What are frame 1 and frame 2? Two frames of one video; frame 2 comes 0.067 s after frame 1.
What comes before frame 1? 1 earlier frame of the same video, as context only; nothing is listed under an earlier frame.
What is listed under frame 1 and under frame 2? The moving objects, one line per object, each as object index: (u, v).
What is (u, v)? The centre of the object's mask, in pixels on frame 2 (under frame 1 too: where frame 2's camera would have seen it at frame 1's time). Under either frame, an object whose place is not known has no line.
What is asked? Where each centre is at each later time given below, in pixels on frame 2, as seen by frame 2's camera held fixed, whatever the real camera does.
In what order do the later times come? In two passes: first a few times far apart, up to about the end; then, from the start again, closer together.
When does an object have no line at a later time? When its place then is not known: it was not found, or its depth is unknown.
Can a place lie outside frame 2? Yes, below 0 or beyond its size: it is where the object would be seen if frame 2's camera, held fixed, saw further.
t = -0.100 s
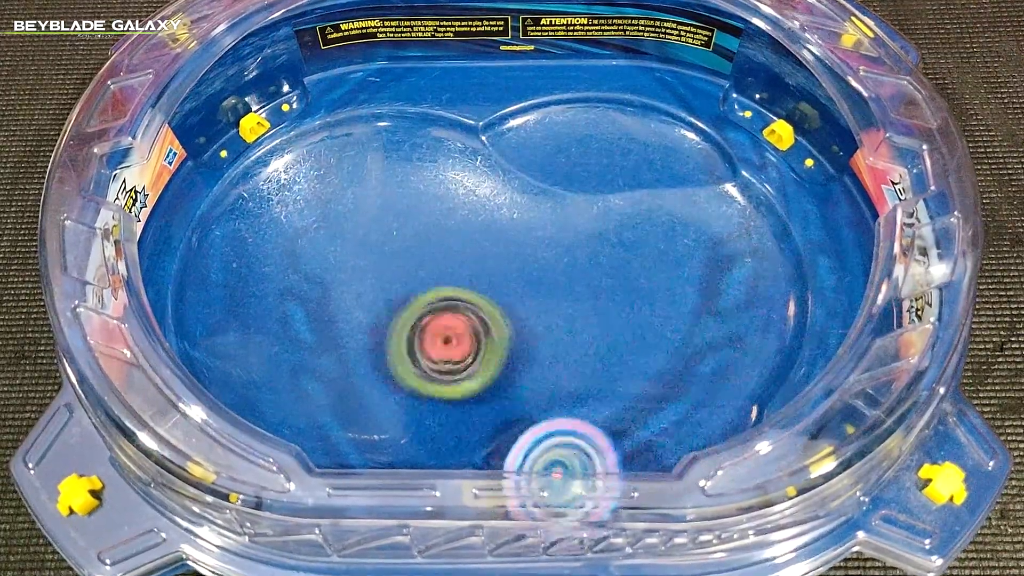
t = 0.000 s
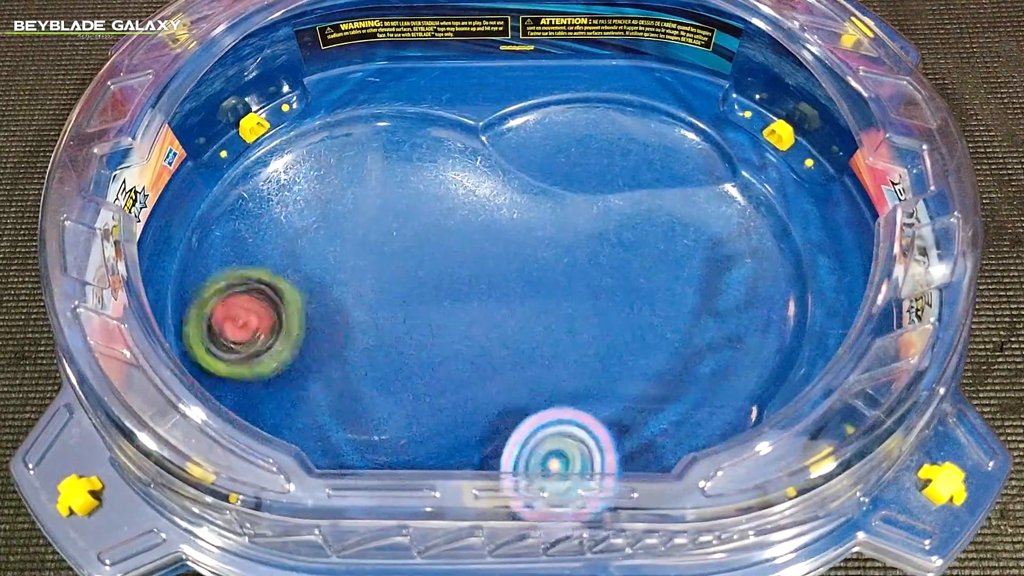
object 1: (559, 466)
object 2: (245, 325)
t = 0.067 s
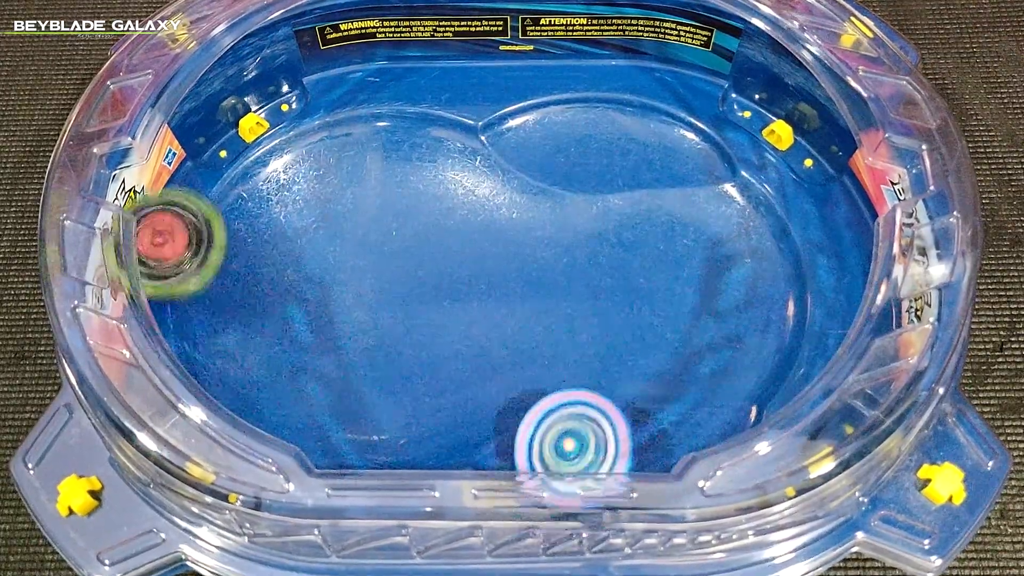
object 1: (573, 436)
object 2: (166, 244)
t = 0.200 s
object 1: (612, 409)
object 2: (236, 129)
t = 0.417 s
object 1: (647, 432)
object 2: (335, 93)
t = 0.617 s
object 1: (686, 416)
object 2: (490, 271)
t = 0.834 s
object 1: (619, 414)
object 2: (476, 429)
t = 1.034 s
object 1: (596, 432)
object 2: (327, 364)
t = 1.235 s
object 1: (599, 432)
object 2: (282, 148)
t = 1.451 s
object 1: (556, 399)
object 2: (607, 214)
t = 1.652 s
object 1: (519, 324)
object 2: (761, 392)
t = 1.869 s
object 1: (421, 222)
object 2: (496, 434)
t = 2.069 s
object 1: (285, 188)
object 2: (304, 301)
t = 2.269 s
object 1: (268, 197)
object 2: (376, 309)
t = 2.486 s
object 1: (355, 310)
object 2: (390, 413)
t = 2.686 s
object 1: (403, 263)
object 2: (291, 304)
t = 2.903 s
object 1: (505, 205)
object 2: (377, 147)
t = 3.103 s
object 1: (592, 250)
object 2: (495, 193)
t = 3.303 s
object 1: (731, 293)
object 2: (486, 294)
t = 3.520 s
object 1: (761, 261)
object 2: (273, 318)
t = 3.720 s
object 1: (693, 273)
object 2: (291, 154)
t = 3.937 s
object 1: (710, 365)
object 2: (511, 258)
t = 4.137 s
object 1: (720, 362)
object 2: (453, 421)
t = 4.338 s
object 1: (655, 342)
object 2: (249, 358)
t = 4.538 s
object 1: (575, 356)
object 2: (368, 194)
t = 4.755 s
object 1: (457, 313)
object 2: (617, 227)
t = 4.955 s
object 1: (332, 271)
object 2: (751, 344)
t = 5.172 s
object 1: (255, 291)
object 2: (602, 435)
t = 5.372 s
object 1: (303, 317)
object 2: (471, 333)
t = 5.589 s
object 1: (336, 264)
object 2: (474, 242)
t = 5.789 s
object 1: (347, 226)
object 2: (552, 224)
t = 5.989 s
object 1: (360, 204)
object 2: (543, 258)
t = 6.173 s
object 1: (391, 208)
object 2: (458, 288)
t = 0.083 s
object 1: (578, 432)
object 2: (169, 222)
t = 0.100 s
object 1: (582, 428)
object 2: (173, 201)
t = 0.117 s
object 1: (588, 425)
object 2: (177, 184)
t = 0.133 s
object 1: (593, 421)
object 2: (189, 171)
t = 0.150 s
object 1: (598, 418)
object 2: (201, 161)
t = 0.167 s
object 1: (603, 415)
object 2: (215, 152)
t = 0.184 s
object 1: (608, 412)
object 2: (226, 141)
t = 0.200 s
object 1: (612, 409)
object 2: (236, 129)
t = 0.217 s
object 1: (617, 407)
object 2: (248, 120)
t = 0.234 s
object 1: (621, 407)
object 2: (260, 114)
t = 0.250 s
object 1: (625, 408)
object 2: (270, 107)
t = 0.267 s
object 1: (628, 409)
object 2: (279, 101)
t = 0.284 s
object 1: (630, 412)
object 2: (287, 96)
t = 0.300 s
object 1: (632, 415)
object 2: (295, 93)
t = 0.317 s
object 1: (635, 418)
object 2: (302, 90)
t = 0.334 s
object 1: (637, 421)
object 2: (308, 89)
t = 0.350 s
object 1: (639, 423)
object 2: (314, 88)
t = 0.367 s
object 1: (640, 426)
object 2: (318, 88)
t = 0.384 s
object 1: (642, 428)
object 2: (323, 89)
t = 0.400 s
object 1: (644, 430)
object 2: (328, 91)
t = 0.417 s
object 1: (647, 432)
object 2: (335, 93)
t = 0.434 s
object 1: (650, 433)
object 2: (342, 97)
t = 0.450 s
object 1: (653, 433)
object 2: (351, 106)
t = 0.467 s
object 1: (659, 435)
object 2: (361, 117)
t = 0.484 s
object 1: (662, 435)
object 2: (373, 130)
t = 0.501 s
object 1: (665, 432)
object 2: (385, 144)
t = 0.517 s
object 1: (669, 431)
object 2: (399, 160)
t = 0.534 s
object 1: (673, 430)
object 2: (415, 176)
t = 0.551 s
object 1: (677, 426)
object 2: (432, 193)
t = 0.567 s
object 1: (681, 425)
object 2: (449, 211)
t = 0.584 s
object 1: (684, 422)
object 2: (465, 232)
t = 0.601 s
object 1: (686, 419)
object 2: (478, 252)
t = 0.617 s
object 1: (686, 416)
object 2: (490, 271)
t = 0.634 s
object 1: (687, 413)
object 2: (500, 291)
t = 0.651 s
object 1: (686, 411)
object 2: (508, 312)
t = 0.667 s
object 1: (685, 409)
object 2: (514, 334)
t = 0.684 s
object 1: (683, 408)
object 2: (518, 354)
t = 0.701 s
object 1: (680, 407)
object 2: (519, 372)
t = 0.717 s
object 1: (675, 407)
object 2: (517, 388)
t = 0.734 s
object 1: (669, 407)
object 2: (512, 402)
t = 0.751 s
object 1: (661, 406)
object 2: (505, 413)
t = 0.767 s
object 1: (654, 407)
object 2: (498, 422)
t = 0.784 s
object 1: (646, 409)
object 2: (490, 427)
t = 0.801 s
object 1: (636, 410)
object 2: (483, 430)
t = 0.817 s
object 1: (628, 412)
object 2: (478, 431)
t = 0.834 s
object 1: (619, 414)
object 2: (476, 429)
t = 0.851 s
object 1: (611, 416)
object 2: (474, 428)
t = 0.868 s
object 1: (601, 419)
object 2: (472, 428)
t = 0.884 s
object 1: (595, 421)
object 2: (465, 426)
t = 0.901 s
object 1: (596, 421)
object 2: (449, 421)
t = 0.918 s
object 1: (596, 422)
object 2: (434, 416)
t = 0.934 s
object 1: (597, 424)
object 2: (419, 412)
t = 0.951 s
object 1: (597, 425)
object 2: (405, 408)
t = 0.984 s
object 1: (597, 428)
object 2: (377, 396)
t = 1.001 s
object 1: (597, 429)
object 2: (359, 385)
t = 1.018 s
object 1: (596, 431)
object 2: (345, 376)
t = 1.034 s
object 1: (596, 432)
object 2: (327, 364)
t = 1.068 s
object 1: (595, 434)
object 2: (294, 338)
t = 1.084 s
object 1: (595, 435)
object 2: (278, 322)
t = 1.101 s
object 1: (596, 435)
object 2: (264, 303)
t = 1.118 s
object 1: (597, 435)
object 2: (254, 283)
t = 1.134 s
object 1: (598, 435)
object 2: (246, 263)
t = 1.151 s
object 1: (599, 435)
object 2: (244, 241)
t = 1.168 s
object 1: (599, 435)
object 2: (244, 220)
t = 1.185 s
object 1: (600, 435)
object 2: (249, 200)
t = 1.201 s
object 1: (600, 434)
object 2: (257, 181)
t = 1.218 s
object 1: (600, 432)
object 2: (268, 163)
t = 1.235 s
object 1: (599, 432)
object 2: (282, 148)
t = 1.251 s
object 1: (598, 430)
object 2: (299, 135)
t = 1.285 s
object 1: (594, 426)
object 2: (339, 118)
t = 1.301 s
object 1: (593, 424)
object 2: (362, 113)
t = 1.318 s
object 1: (590, 423)
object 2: (387, 112)
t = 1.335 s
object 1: (587, 420)
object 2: (413, 115)
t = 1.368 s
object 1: (579, 414)
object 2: (468, 132)
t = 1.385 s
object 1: (575, 412)
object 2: (495, 148)
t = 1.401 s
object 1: (570, 408)
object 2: (523, 164)
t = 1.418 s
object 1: (565, 405)
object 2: (551, 180)
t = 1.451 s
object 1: (556, 399)
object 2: (607, 214)
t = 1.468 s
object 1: (551, 397)
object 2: (632, 232)
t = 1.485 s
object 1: (547, 395)
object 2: (658, 251)
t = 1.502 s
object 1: (542, 393)
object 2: (681, 269)
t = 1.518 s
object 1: (538, 390)
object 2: (702, 288)
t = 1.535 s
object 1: (535, 387)
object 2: (723, 307)
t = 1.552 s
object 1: (532, 381)
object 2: (740, 326)
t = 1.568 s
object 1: (529, 376)
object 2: (755, 342)
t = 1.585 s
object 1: (527, 368)
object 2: (765, 357)
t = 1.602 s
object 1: (526, 358)
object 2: (765, 363)
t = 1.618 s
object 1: (525, 346)
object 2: (773, 380)
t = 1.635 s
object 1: (522, 336)
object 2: (769, 388)
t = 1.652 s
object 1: (519, 324)
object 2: (761, 392)
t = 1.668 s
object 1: (516, 315)
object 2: (757, 415)
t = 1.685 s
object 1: (512, 305)
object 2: (740, 410)
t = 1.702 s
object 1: (506, 297)
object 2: (722, 417)
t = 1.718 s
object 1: (500, 288)
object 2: (698, 421)
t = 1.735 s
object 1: (492, 280)
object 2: (680, 429)
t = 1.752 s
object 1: (485, 272)
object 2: (660, 436)
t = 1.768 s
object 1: (477, 264)
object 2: (642, 439)
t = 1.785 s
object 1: (469, 257)
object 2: (620, 440)
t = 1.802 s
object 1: (460, 249)
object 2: (600, 460)
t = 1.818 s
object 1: (451, 240)
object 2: (573, 462)
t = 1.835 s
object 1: (442, 234)
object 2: (547, 463)
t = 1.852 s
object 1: (431, 227)
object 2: (521, 439)
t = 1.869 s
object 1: (421, 222)
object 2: (496, 434)
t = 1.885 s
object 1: (409, 216)
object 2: (475, 424)
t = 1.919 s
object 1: (385, 207)
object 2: (434, 402)
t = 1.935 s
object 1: (372, 203)
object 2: (415, 389)
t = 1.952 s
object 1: (359, 200)
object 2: (397, 380)
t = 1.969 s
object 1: (347, 198)
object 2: (380, 366)
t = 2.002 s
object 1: (322, 198)
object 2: (344, 340)
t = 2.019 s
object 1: (311, 199)
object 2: (328, 325)
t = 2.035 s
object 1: (302, 202)
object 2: (316, 310)
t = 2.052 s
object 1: (294, 201)
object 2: (308, 298)
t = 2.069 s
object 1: (285, 188)
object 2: (304, 301)
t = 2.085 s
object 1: (278, 177)
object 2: (301, 304)
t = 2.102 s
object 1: (271, 168)
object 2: (301, 305)
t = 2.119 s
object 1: (266, 161)
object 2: (303, 304)
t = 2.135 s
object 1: (263, 158)
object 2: (307, 303)
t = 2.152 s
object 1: (260, 156)
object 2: (312, 301)
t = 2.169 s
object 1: (259, 157)
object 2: (320, 298)
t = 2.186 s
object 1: (258, 159)
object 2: (330, 297)
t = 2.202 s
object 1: (258, 163)
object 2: (340, 298)
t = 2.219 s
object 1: (259, 170)
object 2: (349, 300)
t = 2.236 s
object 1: (262, 177)
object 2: (359, 301)
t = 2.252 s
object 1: (264, 187)
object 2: (367, 305)
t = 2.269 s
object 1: (268, 197)
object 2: (376, 309)
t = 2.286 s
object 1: (273, 208)
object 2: (383, 315)
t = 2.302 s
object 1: (277, 218)
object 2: (390, 322)
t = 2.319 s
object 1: (283, 232)
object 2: (398, 330)
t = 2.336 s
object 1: (289, 243)
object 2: (404, 340)
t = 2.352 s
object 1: (296, 254)
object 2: (409, 350)
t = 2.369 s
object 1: (303, 265)
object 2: (412, 360)
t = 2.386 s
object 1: (309, 276)
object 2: (415, 370)
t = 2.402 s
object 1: (316, 285)
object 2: (415, 381)
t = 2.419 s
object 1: (324, 293)
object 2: (413, 390)
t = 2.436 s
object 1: (331, 299)
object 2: (409, 397)
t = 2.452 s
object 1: (339, 304)
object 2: (405, 404)
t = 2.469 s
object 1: (346, 308)
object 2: (398, 410)
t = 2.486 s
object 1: (355, 310)
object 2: (390, 413)
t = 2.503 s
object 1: (362, 310)
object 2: (381, 415)
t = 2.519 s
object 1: (369, 310)
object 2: (370, 416)
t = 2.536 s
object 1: (375, 307)
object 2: (358, 414)
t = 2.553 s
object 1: (381, 304)
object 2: (346, 411)
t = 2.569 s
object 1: (386, 300)
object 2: (334, 405)
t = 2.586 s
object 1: (390, 295)
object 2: (321, 397)
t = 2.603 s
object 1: (393, 289)
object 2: (309, 386)
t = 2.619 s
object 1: (396, 284)
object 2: (300, 372)
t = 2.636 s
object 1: (398, 279)
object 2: (294, 357)
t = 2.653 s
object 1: (400, 274)
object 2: (289, 340)
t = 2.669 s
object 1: (402, 269)
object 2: (289, 321)
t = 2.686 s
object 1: (403, 263)
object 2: (291, 304)
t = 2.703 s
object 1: (406, 259)
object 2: (294, 288)
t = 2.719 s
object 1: (414, 252)
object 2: (296, 270)
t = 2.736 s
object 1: (422, 245)
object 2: (298, 254)
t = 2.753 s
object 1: (430, 239)
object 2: (303, 240)
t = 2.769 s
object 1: (437, 232)
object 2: (310, 225)
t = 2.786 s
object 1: (443, 226)
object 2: (320, 212)
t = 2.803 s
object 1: (448, 220)
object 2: (332, 201)
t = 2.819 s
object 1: (452, 213)
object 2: (344, 190)
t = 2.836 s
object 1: (462, 209)
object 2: (352, 179)
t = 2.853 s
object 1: (475, 207)
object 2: (356, 168)
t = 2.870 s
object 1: (487, 206)
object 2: (361, 160)
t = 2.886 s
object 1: (497, 205)
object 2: (368, 152)
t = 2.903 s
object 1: (505, 205)
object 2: (377, 147)
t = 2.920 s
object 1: (513, 206)
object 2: (386, 143)
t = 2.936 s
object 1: (519, 206)
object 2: (397, 140)
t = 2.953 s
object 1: (524, 207)
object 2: (409, 141)
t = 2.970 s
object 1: (528, 209)
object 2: (422, 144)
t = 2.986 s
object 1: (532, 210)
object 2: (436, 147)
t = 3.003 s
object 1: (537, 214)
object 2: (448, 151)
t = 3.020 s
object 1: (546, 220)
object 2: (455, 154)
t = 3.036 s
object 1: (554, 227)
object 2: (463, 159)
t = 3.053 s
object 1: (563, 232)
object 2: (472, 166)
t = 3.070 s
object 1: (571, 238)
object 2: (481, 176)
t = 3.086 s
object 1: (581, 244)
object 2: (488, 183)
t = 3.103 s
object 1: (592, 250)
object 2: (495, 193)
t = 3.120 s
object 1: (603, 255)
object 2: (501, 203)
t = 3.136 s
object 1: (613, 260)
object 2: (509, 211)
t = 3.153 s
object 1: (624, 264)
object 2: (514, 221)
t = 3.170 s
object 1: (635, 268)
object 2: (517, 230)
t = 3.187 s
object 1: (647, 271)
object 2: (519, 239)
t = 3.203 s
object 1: (658, 274)
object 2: (520, 249)
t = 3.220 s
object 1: (670, 277)
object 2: (517, 257)
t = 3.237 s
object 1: (683, 280)
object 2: (515, 265)
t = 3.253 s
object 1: (695, 284)
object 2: (511, 273)
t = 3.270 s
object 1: (708, 287)
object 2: (503, 280)
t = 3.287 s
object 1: (720, 290)
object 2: (496, 286)
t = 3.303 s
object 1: (731, 293)
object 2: (486, 294)
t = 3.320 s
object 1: (742, 294)
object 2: (474, 302)
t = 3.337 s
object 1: (751, 295)
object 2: (462, 309)
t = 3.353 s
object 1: (758, 294)
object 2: (446, 317)
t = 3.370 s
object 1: (764, 292)
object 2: (430, 323)
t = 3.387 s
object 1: (770, 290)
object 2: (414, 329)
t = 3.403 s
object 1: (774, 287)
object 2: (396, 334)
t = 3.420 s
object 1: (778, 284)
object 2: (378, 336)
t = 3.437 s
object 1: (779, 281)
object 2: (360, 340)
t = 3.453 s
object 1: (779, 277)
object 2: (340, 340)
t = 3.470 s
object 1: (777, 273)
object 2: (322, 338)
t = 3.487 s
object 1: (773, 269)
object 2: (304, 335)
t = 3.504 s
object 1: (768, 265)
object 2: (287, 327)
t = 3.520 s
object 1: (761, 261)
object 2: (273, 318)
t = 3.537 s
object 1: (754, 258)
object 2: (259, 308)
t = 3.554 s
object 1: (747, 256)
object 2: (249, 295)
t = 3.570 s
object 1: (740, 255)
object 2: (241, 281)
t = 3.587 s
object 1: (732, 255)
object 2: (235, 266)
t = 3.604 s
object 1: (725, 255)
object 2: (233, 251)
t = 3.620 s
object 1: (717, 256)
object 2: (232, 235)
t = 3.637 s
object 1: (711, 258)
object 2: (235, 218)
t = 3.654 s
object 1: (706, 260)
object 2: (241, 204)
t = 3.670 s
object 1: (702, 263)
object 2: (249, 189)
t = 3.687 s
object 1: (698, 266)
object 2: (262, 175)
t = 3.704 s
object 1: (695, 268)
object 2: (276, 165)
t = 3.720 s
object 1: (693, 273)
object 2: (291, 154)
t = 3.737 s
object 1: (691, 278)
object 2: (310, 147)
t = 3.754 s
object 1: (691, 285)
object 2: (329, 143)
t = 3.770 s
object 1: (691, 291)
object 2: (350, 141)
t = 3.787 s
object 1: (691, 299)
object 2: (371, 143)
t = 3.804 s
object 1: (692, 307)
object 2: (392, 147)
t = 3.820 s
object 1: (694, 315)
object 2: (413, 155)
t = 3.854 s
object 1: (698, 332)
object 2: (449, 176)
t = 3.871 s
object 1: (701, 341)
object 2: (465, 191)
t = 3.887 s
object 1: (702, 348)
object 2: (479, 206)
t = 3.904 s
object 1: (705, 355)
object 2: (493, 223)
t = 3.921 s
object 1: (707, 360)
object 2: (503, 241)
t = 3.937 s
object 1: (710, 365)
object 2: (511, 258)
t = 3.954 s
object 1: (713, 368)
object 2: (517, 275)
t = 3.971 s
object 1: (717, 370)
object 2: (521, 292)
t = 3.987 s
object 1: (720, 372)
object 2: (526, 310)
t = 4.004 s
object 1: (722, 372)
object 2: (528, 329)
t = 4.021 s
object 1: (723, 372)
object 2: (527, 347)
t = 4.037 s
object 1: (724, 371)
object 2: (524, 364)
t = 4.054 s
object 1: (724, 370)
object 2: (518, 377)
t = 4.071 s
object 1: (723, 369)
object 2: (510, 389)
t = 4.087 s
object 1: (723, 368)
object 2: (499, 400)
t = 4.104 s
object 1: (723, 367)
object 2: (487, 408)
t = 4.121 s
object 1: (722, 364)
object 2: (471, 416)
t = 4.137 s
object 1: (720, 362)
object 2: (453, 421)
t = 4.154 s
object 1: (717, 358)
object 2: (437, 424)
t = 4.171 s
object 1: (714, 356)
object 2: (419, 426)
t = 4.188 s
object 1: (709, 353)
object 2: (401, 427)
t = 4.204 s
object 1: (704, 350)
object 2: (380, 428)
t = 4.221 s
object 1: (699, 347)
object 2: (360, 426)
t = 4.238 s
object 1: (694, 345)
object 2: (341, 424)
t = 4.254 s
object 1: (689, 343)
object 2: (325, 416)
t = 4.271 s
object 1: (683, 342)
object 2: (306, 408)
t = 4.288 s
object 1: (678, 341)
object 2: (288, 397)
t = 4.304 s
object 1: (670, 340)
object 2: (274, 385)
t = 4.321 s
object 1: (663, 341)
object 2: (260, 373)
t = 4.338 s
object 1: (655, 342)
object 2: (249, 358)
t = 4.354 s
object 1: (648, 344)
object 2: (244, 342)
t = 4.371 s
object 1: (641, 346)
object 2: (242, 323)
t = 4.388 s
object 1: (635, 348)
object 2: (246, 304)
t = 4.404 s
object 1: (628, 351)
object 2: (250, 287)
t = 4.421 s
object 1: (620, 353)
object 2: (259, 270)
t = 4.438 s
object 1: (612, 355)
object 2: (268, 254)
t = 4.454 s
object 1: (604, 357)
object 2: (282, 239)
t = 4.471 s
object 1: (597, 358)
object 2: (297, 228)
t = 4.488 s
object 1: (592, 359)
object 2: (313, 216)
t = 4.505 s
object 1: (586, 359)
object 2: (331, 206)
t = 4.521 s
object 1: (581, 357)
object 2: (350, 199)
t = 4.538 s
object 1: (575, 356)
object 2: (368, 194)
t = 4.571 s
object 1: (562, 351)
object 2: (407, 186)
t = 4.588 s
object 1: (555, 347)
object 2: (426, 187)
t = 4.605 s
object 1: (548, 344)
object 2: (444, 186)
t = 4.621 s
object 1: (540, 341)
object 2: (463, 188)
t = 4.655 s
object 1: (521, 333)
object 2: (502, 195)
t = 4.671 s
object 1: (510, 330)
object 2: (521, 199)
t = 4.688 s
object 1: (499, 326)
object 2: (541, 204)
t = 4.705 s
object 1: (489, 324)
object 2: (559, 210)
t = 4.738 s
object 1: (468, 317)
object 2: (599, 221)
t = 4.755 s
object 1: (457, 313)
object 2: (617, 227)
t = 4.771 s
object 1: (444, 310)
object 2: (636, 234)
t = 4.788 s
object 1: (433, 306)
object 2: (653, 240)
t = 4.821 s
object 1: (410, 299)
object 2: (682, 259)
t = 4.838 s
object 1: (399, 295)
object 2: (698, 268)
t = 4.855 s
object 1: (389, 291)
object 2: (710, 279)
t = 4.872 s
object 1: (378, 287)
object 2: (723, 288)
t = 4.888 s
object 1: (367, 283)
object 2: (733, 299)
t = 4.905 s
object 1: (356, 279)
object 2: (741, 310)
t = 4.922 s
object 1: (347, 276)
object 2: (747, 321)
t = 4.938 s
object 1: (340, 274)
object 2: (749, 332)
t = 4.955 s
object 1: (332, 271)
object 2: (751, 344)
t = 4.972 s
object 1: (323, 270)
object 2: (746, 355)
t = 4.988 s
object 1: (314, 268)
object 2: (740, 366)
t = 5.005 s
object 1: (305, 268)
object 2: (730, 376)
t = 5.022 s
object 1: (297, 269)
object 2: (720, 386)
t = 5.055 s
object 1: (283, 271)
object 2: (698, 404)
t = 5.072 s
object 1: (277, 272)
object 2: (686, 414)
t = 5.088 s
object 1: (270, 274)
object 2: (675, 421)
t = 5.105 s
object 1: (264, 276)
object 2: (660, 427)
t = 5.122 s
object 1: (260, 280)
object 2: (648, 434)
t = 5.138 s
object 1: (257, 284)
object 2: (634, 438)
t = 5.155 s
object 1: (256, 288)
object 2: (617, 435)
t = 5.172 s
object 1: (255, 291)
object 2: (602, 435)
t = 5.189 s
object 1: (254, 295)
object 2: (586, 431)
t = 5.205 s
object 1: (254, 300)
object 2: (572, 427)
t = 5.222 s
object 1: (255, 305)
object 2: (559, 421)
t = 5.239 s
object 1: (258, 309)
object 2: (549, 413)
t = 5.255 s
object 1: (261, 313)
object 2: (540, 403)
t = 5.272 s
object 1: (265, 315)
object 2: (532, 392)
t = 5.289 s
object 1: (270, 317)
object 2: (523, 382)
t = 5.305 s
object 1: (275, 319)
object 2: (516, 373)
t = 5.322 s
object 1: (280, 320)
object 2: (505, 363)
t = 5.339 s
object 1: (288, 321)
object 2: (494, 352)
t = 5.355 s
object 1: (296, 320)
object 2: (482, 343)
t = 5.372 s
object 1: (303, 317)
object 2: (471, 333)
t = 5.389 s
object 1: (310, 315)
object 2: (461, 325)
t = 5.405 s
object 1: (318, 312)
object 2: (453, 316)
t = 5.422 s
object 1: (325, 311)
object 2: (444, 308)
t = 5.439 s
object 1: (328, 308)
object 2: (441, 300)
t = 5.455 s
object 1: (328, 304)
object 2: (444, 292)
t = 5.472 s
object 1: (327, 299)
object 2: (449, 284)
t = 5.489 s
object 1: (327, 295)
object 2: (453, 277)
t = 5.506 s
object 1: (329, 290)
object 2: (458, 269)
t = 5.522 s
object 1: (330, 285)
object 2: (461, 263)
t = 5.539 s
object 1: (332, 279)
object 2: (463, 257)
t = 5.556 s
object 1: (333, 272)
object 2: (466, 251)
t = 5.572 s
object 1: (334, 267)
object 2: (471, 245)
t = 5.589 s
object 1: (336, 264)
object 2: (474, 242)
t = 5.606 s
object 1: (337, 260)
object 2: (479, 237)
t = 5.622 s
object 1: (339, 257)
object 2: (484, 232)
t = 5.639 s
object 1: (340, 253)
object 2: (490, 229)
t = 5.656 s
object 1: (340, 250)
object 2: (496, 226)
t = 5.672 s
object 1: (341, 248)
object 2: (503, 223)
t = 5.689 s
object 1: (342, 246)
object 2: (509, 222)
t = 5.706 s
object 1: (343, 243)
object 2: (516, 220)
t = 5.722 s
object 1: (344, 238)
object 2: (524, 220)
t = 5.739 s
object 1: (344, 235)
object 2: (532, 221)
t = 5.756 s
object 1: (344, 232)
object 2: (539, 221)
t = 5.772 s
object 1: (346, 229)
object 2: (546, 222)
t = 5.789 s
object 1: (347, 226)
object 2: (552, 224)
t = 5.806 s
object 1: (348, 223)
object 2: (556, 227)
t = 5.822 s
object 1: (347, 220)
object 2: (559, 229)
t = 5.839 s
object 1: (348, 218)
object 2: (560, 232)
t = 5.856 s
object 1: (349, 215)
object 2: (561, 234)
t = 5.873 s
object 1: (351, 213)
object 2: (561, 237)
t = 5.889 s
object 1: (351, 211)
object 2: (560, 240)
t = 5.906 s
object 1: (352, 209)
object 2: (558, 242)
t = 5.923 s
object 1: (353, 208)
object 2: (557, 245)
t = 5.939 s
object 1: (355, 207)
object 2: (554, 249)
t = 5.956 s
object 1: (357, 206)
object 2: (550, 252)
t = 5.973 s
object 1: (358, 205)
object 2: (548, 254)
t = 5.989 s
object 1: (360, 204)
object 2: (543, 258)
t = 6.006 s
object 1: (362, 204)
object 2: (537, 261)
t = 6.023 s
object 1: (365, 205)
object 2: (532, 263)
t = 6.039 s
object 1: (368, 204)
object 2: (526, 267)
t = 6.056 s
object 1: (371, 203)
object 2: (517, 271)
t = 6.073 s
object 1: (373, 204)
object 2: (510, 273)
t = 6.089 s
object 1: (376, 205)
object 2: (501, 276)
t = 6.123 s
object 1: (383, 207)
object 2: (483, 282)
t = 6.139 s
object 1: (385, 206)
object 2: (475, 284)
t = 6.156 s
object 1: (387, 208)
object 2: (466, 285)
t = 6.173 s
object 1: (391, 208)
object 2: (458, 288)
